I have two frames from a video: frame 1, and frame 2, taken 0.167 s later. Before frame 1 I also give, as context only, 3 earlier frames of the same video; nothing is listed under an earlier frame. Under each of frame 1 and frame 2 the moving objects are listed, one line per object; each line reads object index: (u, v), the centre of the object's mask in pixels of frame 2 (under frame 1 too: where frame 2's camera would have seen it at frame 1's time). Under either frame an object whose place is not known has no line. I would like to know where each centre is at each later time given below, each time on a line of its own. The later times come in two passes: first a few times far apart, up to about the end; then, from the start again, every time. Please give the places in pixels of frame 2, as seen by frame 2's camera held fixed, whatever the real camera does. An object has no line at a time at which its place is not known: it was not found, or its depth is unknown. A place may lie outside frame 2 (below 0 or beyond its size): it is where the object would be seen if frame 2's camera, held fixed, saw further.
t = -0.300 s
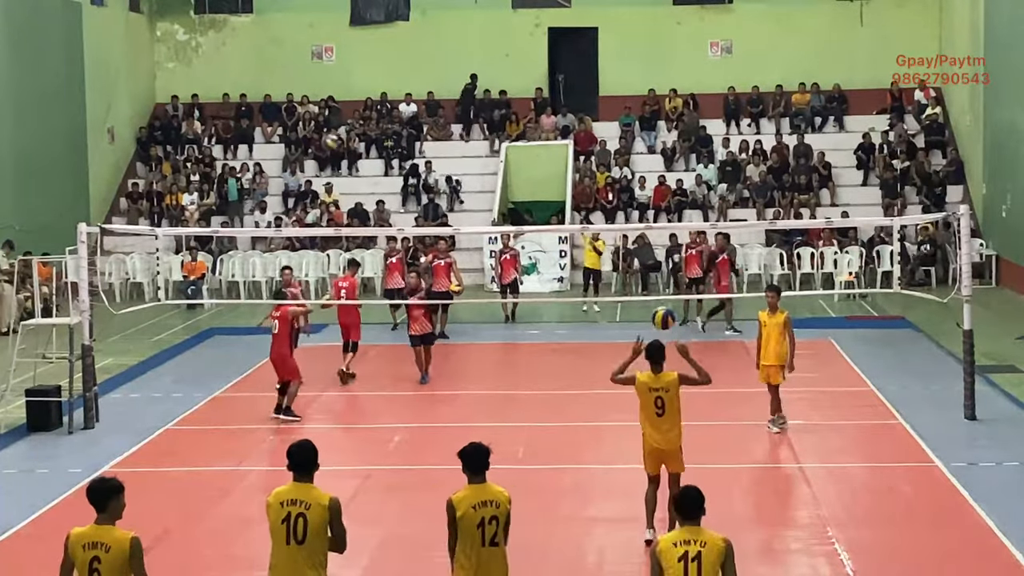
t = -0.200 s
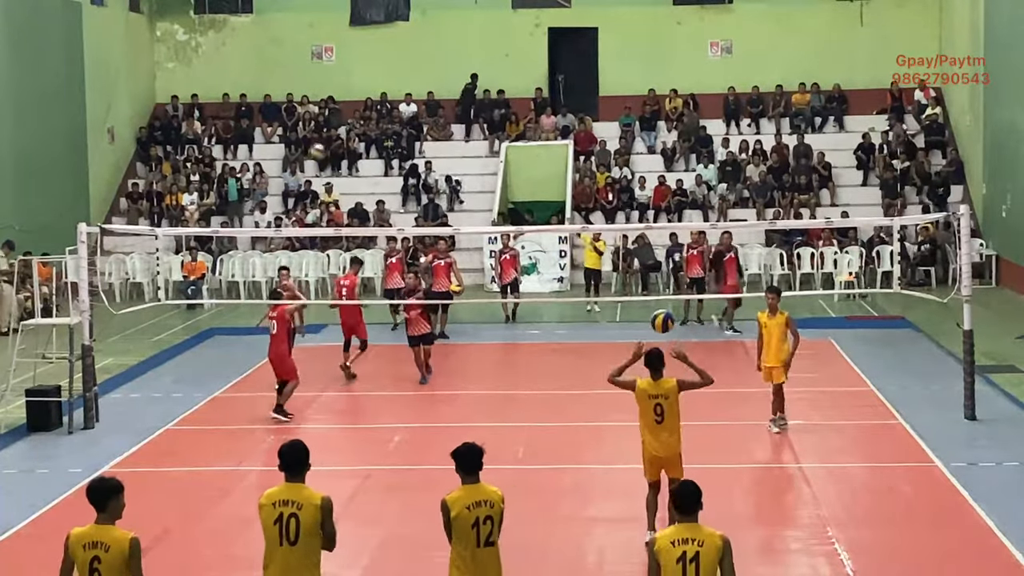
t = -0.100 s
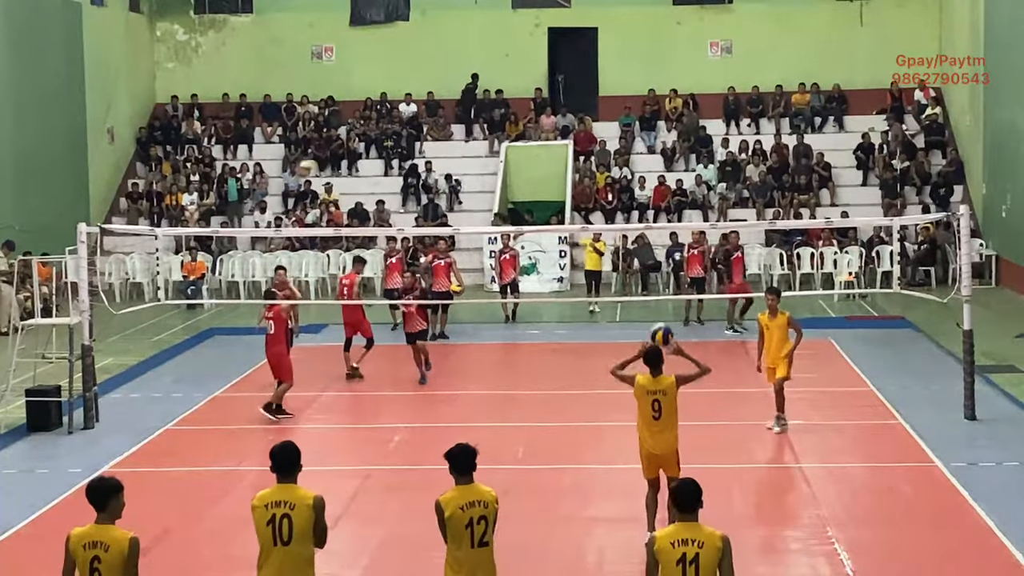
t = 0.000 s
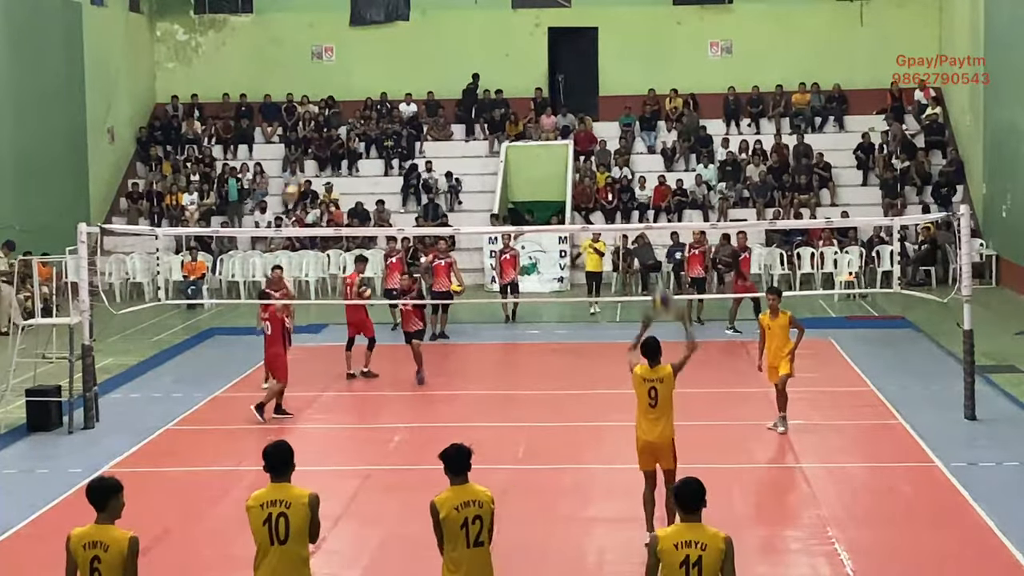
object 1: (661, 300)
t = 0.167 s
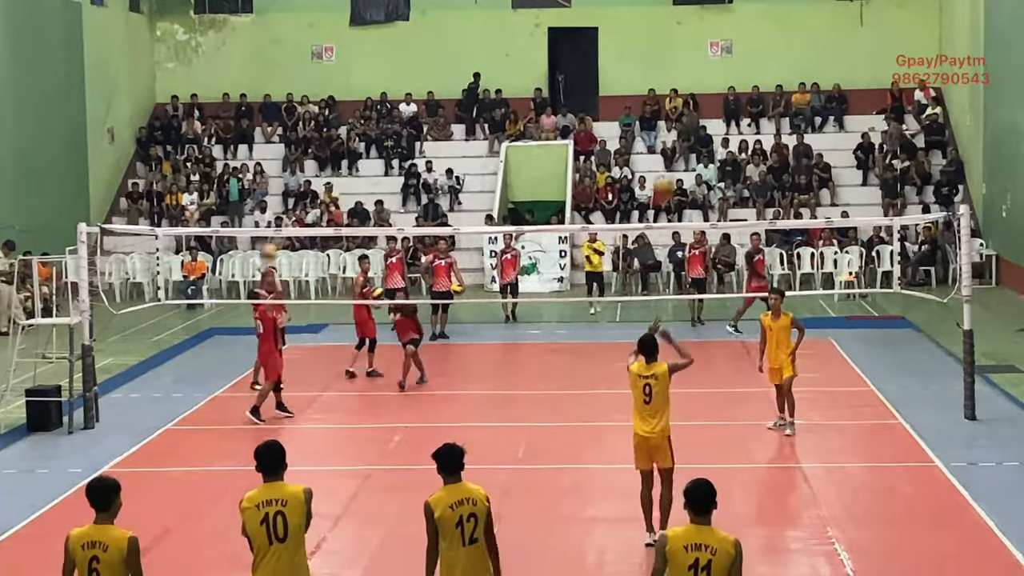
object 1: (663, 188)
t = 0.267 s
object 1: (667, 137)
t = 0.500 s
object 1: (670, 68)
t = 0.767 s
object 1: (675, 62)
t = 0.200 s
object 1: (665, 168)
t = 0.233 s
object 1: (667, 152)
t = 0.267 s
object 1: (667, 137)
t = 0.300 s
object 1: (666, 122)
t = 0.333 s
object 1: (667, 109)
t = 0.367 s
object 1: (666, 98)
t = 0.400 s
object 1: (668, 89)
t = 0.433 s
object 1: (669, 80)
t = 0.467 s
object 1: (669, 74)
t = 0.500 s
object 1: (670, 68)
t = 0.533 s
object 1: (670, 63)
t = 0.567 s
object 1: (671, 60)
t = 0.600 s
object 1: (672, 58)
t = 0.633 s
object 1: (672, 57)
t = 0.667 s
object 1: (673, 57)
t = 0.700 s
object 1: (674, 58)
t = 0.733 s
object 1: (674, 59)
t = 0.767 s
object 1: (675, 62)
